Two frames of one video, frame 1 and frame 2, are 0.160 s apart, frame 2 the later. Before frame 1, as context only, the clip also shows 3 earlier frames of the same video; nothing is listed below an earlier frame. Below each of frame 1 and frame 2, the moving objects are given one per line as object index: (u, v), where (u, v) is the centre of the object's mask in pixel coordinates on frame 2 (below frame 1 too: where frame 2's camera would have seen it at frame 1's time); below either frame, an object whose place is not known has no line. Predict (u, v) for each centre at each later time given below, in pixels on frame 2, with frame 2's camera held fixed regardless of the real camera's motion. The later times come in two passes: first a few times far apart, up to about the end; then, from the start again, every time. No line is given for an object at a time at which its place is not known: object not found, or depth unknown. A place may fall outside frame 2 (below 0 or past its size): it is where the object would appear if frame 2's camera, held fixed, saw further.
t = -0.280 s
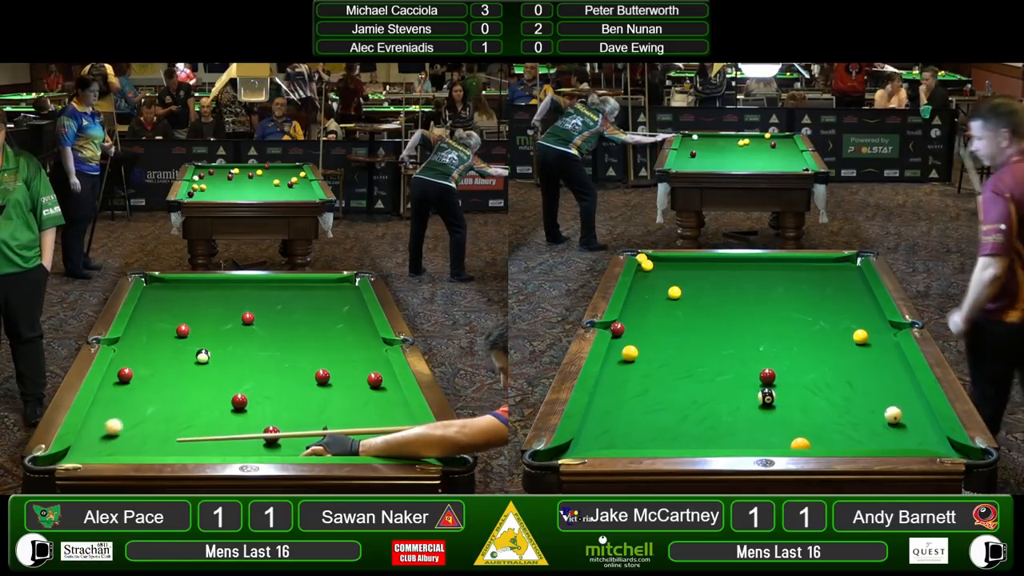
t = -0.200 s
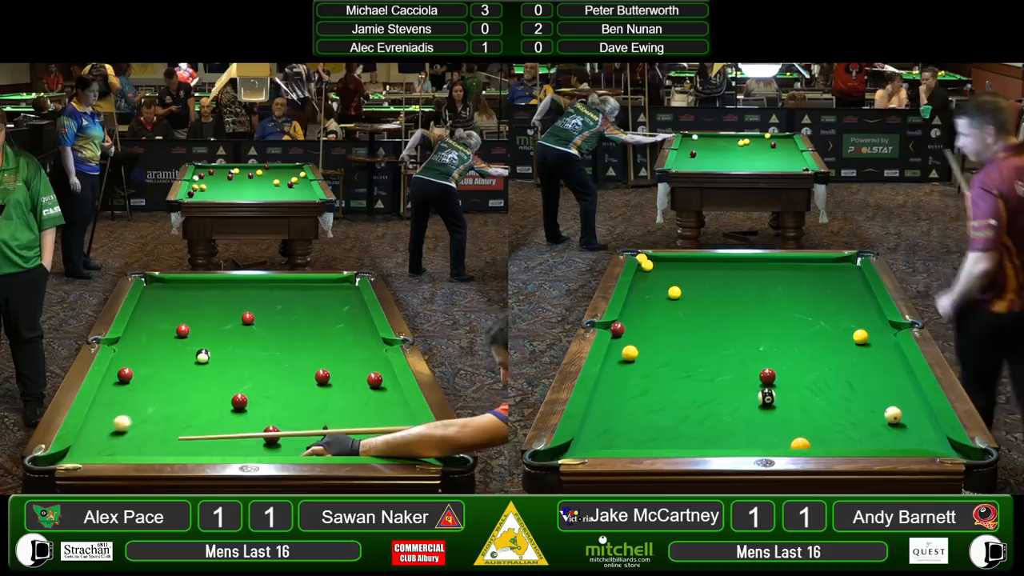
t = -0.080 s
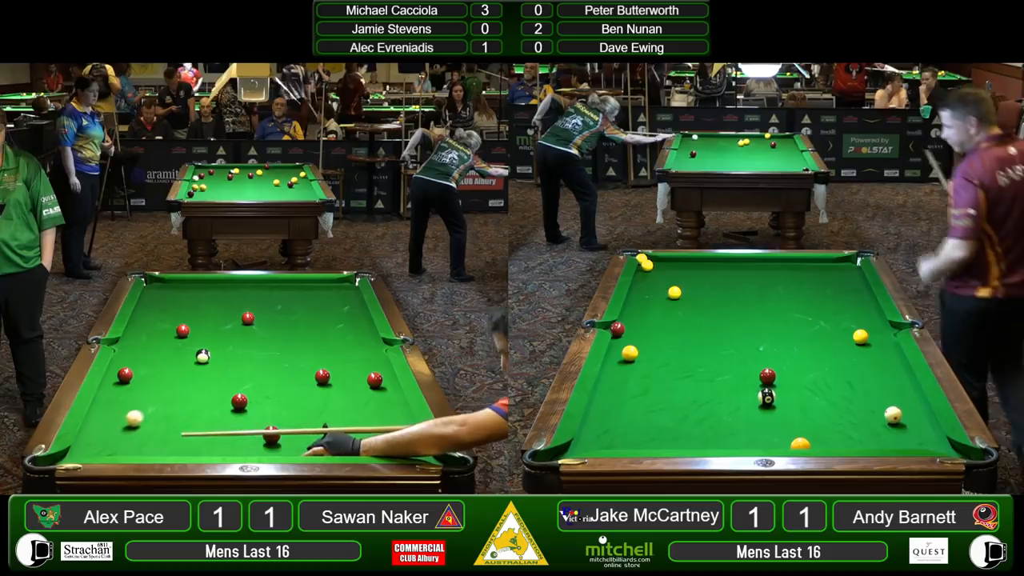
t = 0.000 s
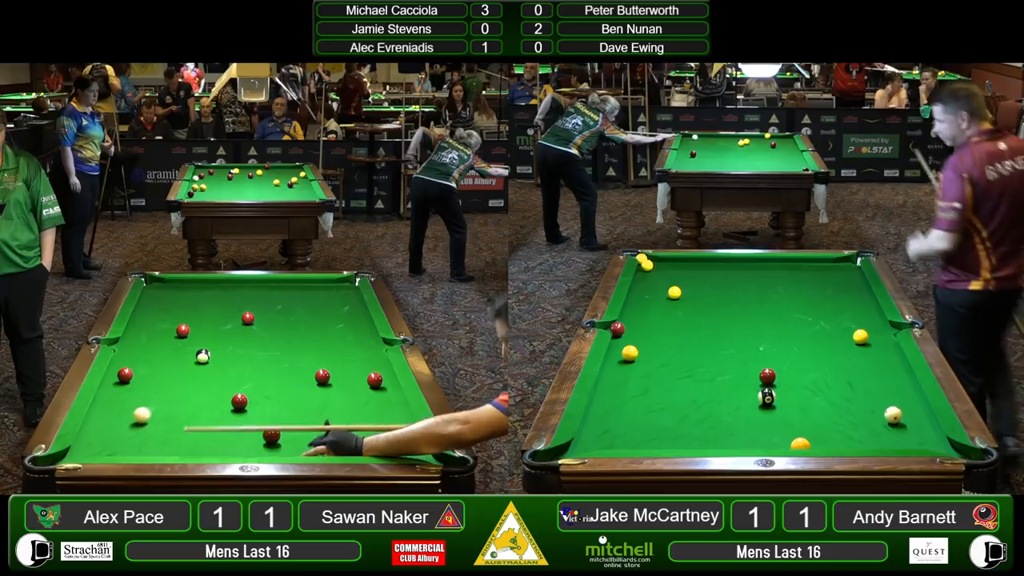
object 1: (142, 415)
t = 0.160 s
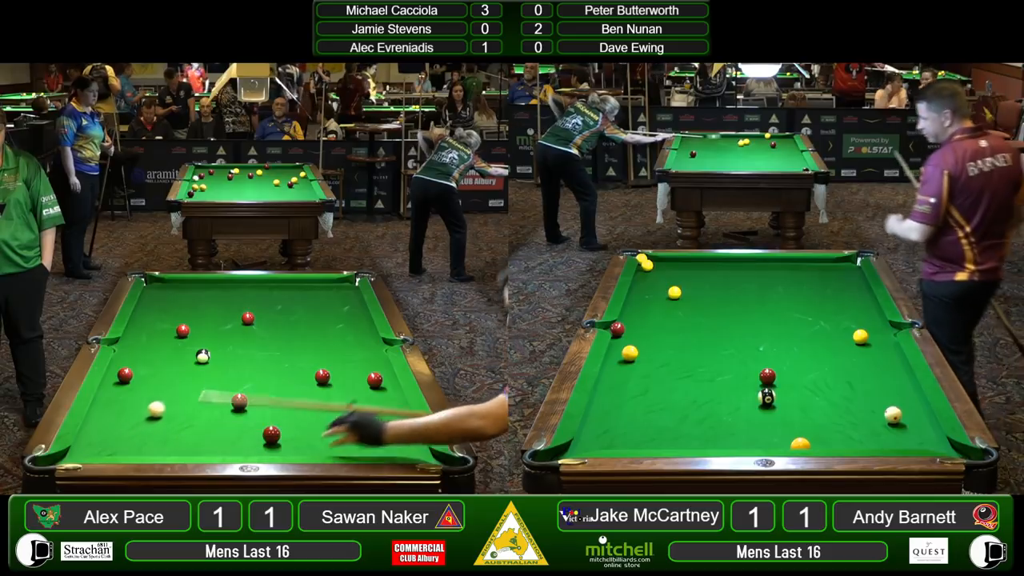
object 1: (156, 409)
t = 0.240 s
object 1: (163, 406)
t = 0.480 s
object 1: (182, 399)
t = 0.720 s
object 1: (198, 392)
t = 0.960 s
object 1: (212, 386)
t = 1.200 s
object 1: (225, 381)
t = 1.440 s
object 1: (236, 377)
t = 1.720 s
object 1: (247, 373)
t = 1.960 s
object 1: (255, 370)
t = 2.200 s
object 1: (263, 367)
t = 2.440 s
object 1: (268, 366)
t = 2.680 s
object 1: (273, 364)
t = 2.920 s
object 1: (275, 363)
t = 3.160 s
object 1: (277, 363)
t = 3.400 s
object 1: (277, 363)
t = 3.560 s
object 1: (277, 363)
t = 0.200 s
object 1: (160, 408)
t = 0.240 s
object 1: (163, 406)
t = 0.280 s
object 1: (167, 405)
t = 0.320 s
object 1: (170, 404)
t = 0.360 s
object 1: (173, 402)
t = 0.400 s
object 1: (176, 401)
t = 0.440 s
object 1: (179, 400)
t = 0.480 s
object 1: (182, 399)
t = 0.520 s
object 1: (185, 397)
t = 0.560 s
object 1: (188, 396)
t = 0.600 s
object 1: (190, 395)
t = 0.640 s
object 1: (193, 394)
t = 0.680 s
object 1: (196, 393)
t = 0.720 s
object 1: (198, 392)
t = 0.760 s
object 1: (201, 391)
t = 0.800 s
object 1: (203, 390)
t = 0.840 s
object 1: (206, 389)
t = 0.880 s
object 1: (208, 388)
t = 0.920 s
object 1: (210, 387)
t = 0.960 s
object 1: (212, 386)
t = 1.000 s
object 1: (215, 385)
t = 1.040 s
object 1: (217, 384)
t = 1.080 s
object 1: (219, 383)
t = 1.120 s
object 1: (221, 383)
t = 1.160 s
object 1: (223, 382)
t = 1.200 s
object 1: (225, 381)
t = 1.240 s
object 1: (227, 380)
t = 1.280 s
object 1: (229, 379)
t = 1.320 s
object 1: (231, 379)
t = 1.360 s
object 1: (233, 378)
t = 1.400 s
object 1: (234, 378)
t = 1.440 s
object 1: (236, 377)
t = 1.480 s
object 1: (238, 376)
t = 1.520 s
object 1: (240, 375)
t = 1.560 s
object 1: (241, 375)
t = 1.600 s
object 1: (243, 374)
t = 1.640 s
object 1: (244, 374)
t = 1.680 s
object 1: (246, 373)
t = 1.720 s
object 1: (247, 373)
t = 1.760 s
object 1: (249, 372)
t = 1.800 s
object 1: (250, 372)
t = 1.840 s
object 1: (252, 371)
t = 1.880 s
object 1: (253, 371)
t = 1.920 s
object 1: (254, 370)
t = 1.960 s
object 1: (255, 370)
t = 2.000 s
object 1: (257, 369)
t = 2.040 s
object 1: (258, 369)
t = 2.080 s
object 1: (259, 369)
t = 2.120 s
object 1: (260, 368)
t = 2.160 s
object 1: (261, 368)
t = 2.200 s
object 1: (263, 367)
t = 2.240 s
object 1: (263, 367)
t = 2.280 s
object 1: (265, 367)
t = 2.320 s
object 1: (266, 366)
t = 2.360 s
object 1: (267, 366)
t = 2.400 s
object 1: (267, 366)
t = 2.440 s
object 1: (268, 366)
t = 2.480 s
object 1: (269, 365)
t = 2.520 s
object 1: (270, 365)
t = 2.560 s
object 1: (271, 365)
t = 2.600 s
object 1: (271, 365)
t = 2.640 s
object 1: (272, 365)
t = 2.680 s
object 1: (273, 364)
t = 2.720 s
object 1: (273, 364)
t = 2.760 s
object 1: (274, 364)
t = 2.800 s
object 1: (274, 364)
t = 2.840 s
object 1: (275, 364)
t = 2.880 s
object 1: (275, 364)
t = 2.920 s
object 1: (275, 363)
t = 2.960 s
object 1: (276, 363)
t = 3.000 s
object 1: (276, 363)
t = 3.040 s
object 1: (277, 363)
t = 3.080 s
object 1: (277, 363)
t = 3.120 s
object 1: (277, 363)
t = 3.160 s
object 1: (277, 363)
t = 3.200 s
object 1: (277, 363)
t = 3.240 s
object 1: (277, 363)
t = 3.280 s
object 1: (277, 363)
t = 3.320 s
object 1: (277, 363)
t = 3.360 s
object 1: (277, 363)
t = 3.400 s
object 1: (277, 363)
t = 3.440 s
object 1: (277, 363)
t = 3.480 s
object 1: (277, 363)
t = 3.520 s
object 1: (277, 363)
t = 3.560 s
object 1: (277, 363)
